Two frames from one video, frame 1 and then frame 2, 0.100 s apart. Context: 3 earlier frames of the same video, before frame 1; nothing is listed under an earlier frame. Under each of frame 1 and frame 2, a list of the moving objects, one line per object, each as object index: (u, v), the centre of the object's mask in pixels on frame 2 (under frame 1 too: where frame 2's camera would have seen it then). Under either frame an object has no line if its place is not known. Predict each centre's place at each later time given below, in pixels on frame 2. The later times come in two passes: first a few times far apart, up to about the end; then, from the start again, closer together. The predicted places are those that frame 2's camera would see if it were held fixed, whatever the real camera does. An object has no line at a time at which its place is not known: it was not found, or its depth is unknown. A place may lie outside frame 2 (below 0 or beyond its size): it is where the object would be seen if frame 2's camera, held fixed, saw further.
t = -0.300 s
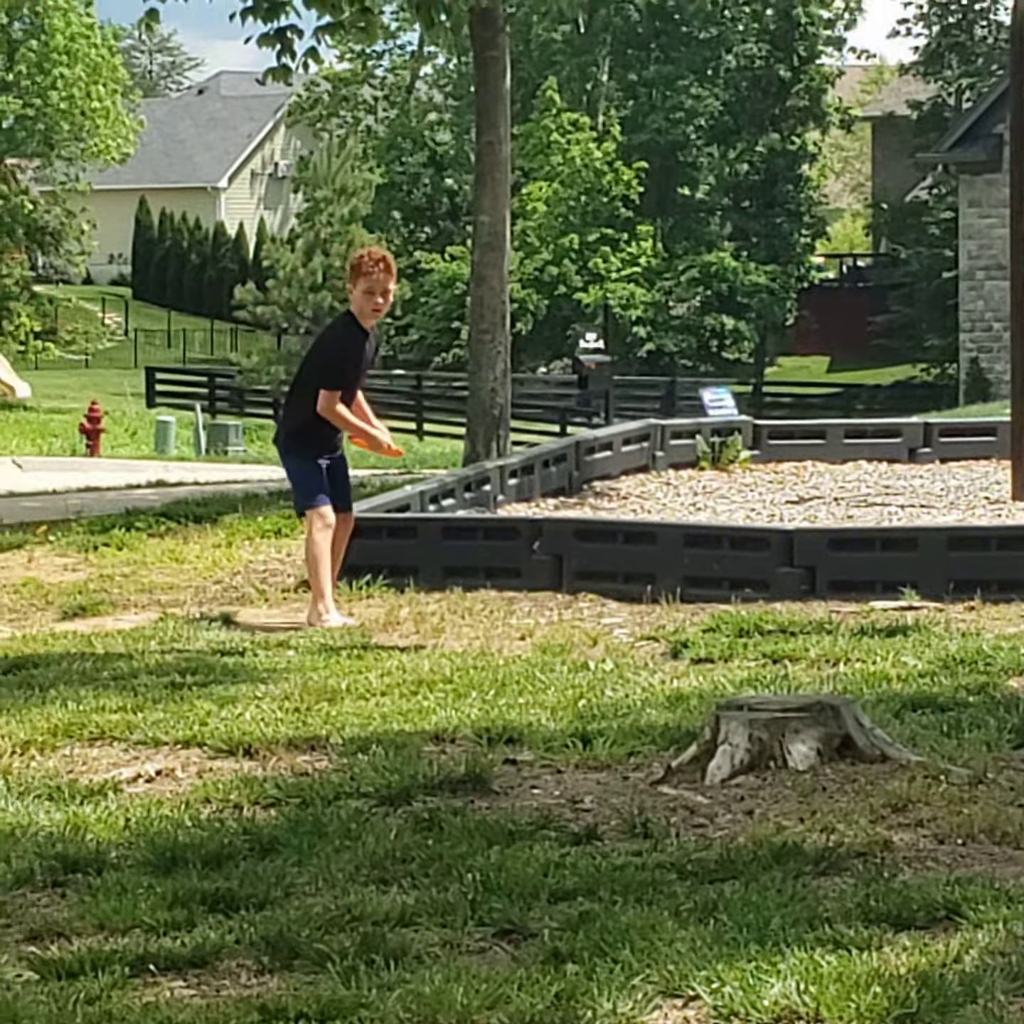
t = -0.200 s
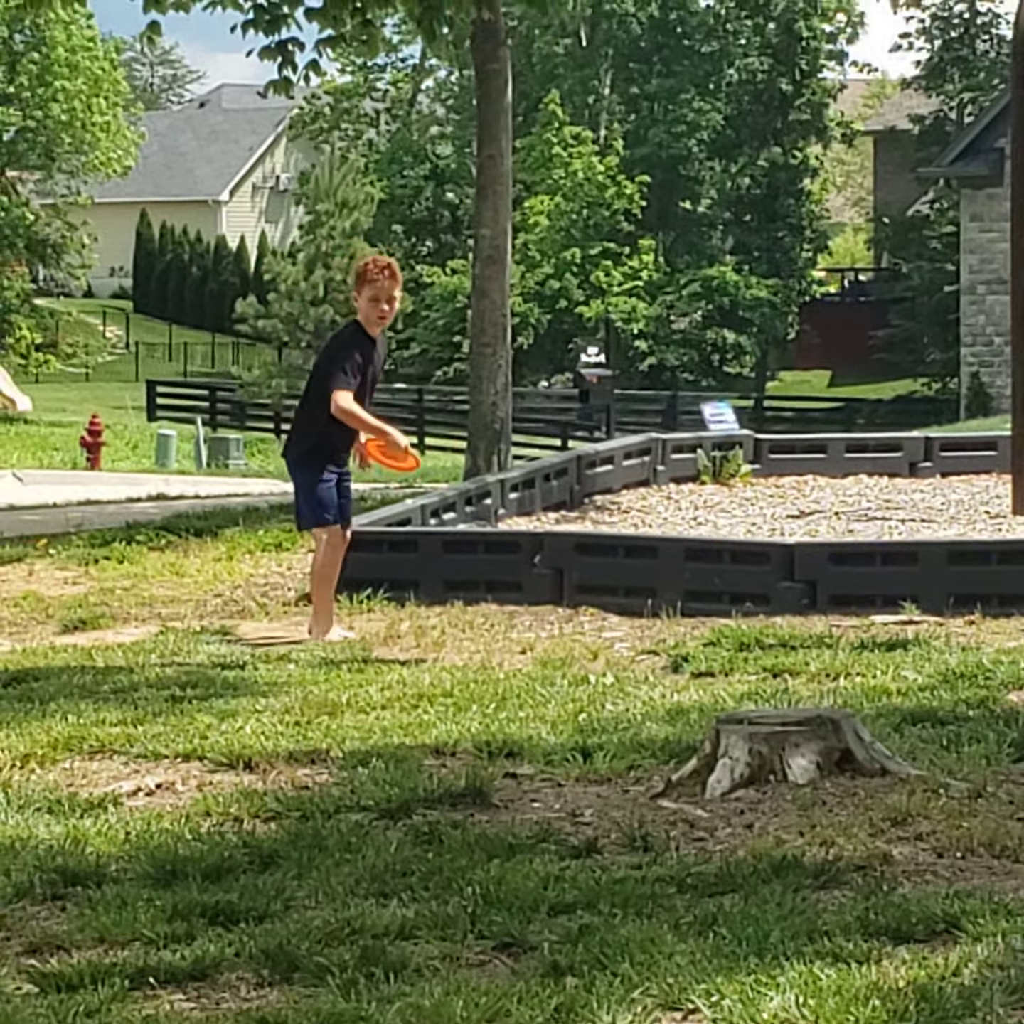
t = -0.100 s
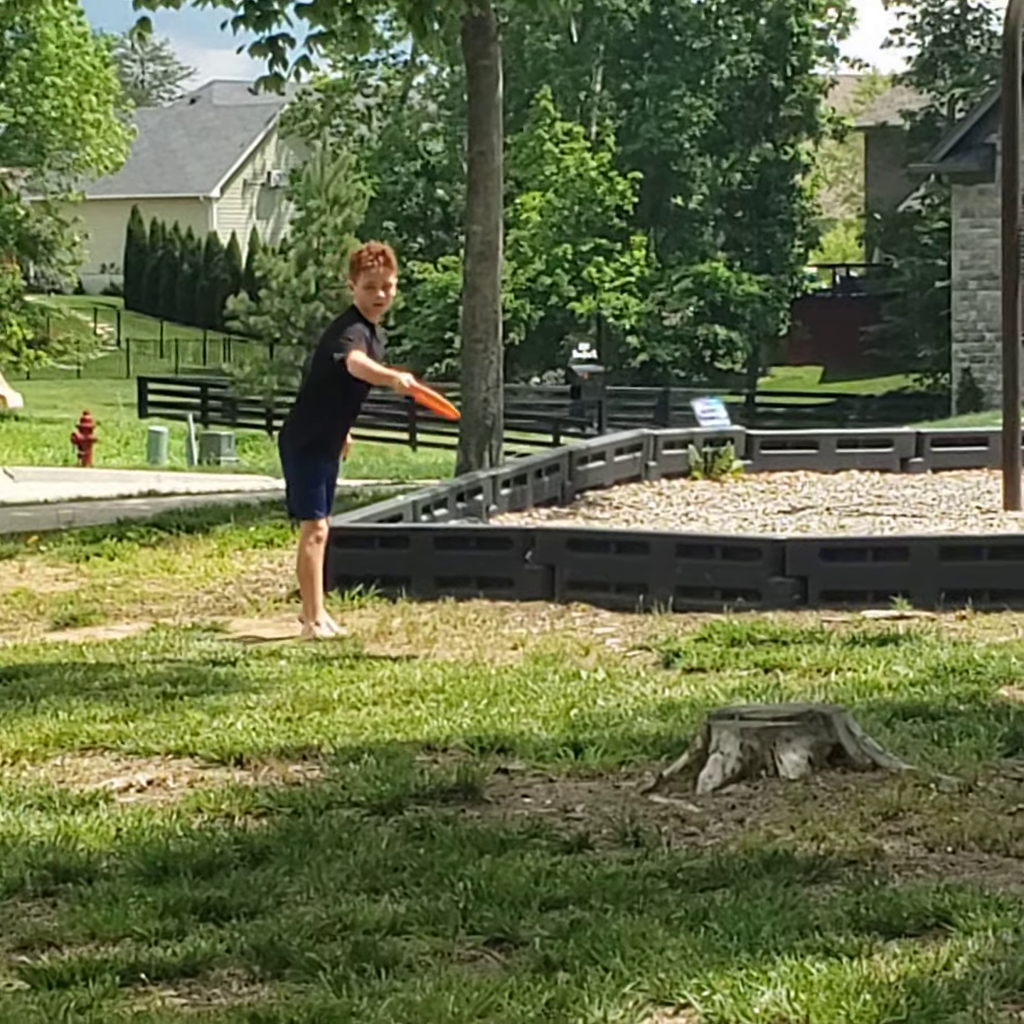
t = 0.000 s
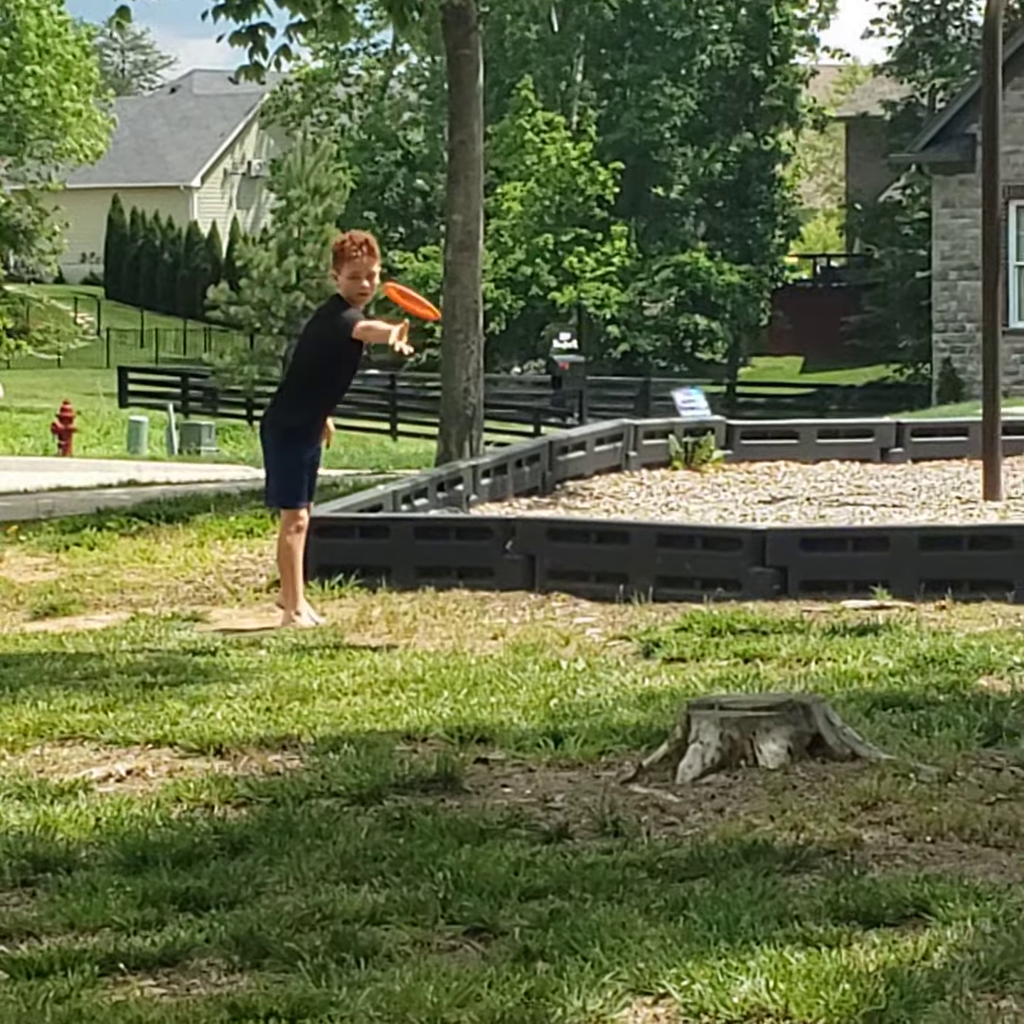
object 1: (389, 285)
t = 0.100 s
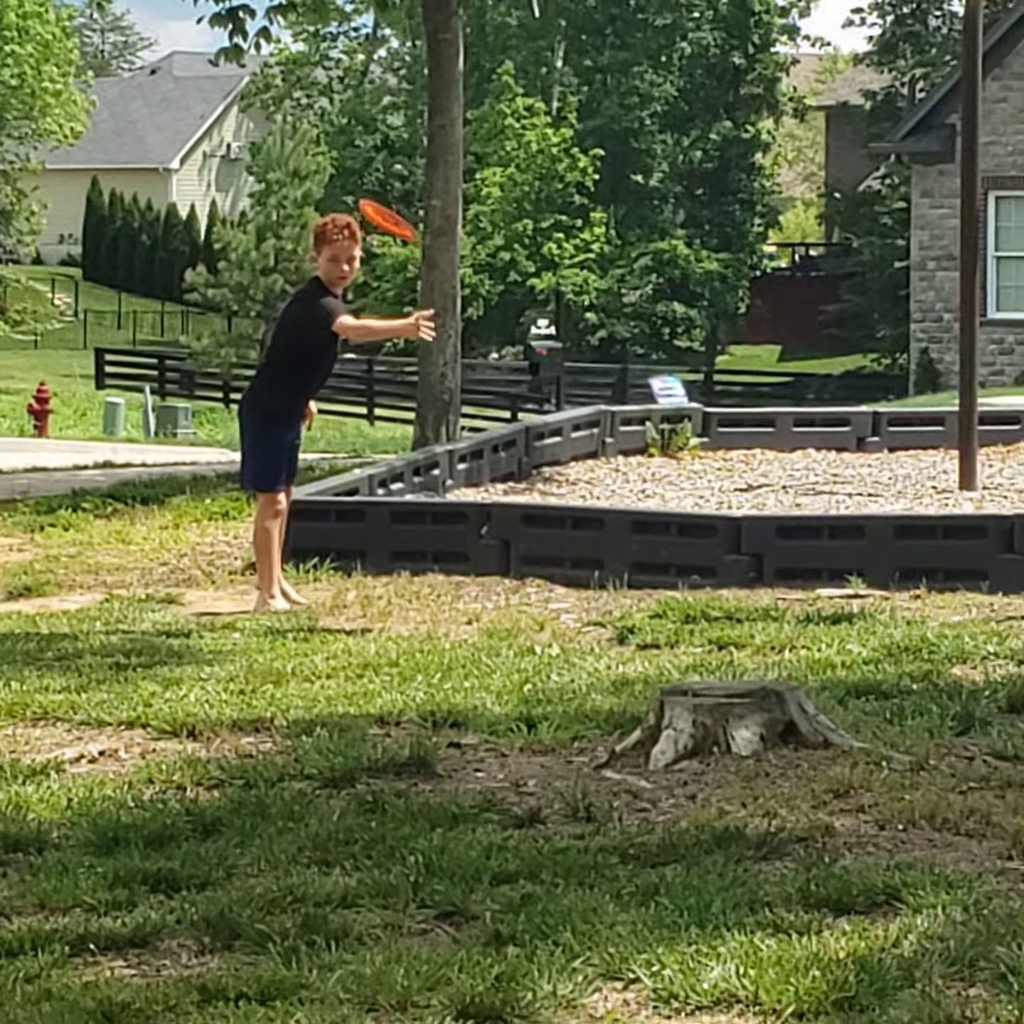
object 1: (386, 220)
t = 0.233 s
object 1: (391, 168)
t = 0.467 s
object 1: (431, 165)
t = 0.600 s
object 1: (483, 217)
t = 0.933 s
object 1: (757, 557)
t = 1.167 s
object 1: (1013, 748)
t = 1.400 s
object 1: (1214, 785)
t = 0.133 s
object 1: (387, 204)
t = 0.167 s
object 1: (387, 189)
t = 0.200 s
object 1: (388, 177)
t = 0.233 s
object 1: (391, 168)
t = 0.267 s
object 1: (394, 161)
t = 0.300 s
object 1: (398, 156)
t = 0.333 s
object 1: (402, 153)
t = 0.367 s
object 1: (407, 153)
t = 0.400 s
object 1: (413, 155)
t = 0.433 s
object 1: (422, 159)
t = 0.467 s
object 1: (431, 165)
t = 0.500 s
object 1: (442, 174)
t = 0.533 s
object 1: (453, 185)
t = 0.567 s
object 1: (468, 200)
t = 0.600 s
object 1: (483, 217)
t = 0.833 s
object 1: (648, 421)
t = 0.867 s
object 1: (682, 462)
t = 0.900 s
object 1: (719, 510)
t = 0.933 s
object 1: (757, 557)
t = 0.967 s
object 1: (800, 611)
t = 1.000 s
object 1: (845, 670)
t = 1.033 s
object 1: (891, 725)
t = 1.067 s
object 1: (925, 746)
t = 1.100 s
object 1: (961, 744)
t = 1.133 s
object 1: (986, 744)
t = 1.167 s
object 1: (1013, 748)
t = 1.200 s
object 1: (1040, 757)
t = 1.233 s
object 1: (1067, 770)
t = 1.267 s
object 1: (1095, 785)
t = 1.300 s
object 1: (1122, 791)
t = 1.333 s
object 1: (1153, 788)
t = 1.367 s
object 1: (1184, 785)
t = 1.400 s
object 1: (1214, 785)
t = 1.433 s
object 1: (1245, 790)
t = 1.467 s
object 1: (1276, 799)
